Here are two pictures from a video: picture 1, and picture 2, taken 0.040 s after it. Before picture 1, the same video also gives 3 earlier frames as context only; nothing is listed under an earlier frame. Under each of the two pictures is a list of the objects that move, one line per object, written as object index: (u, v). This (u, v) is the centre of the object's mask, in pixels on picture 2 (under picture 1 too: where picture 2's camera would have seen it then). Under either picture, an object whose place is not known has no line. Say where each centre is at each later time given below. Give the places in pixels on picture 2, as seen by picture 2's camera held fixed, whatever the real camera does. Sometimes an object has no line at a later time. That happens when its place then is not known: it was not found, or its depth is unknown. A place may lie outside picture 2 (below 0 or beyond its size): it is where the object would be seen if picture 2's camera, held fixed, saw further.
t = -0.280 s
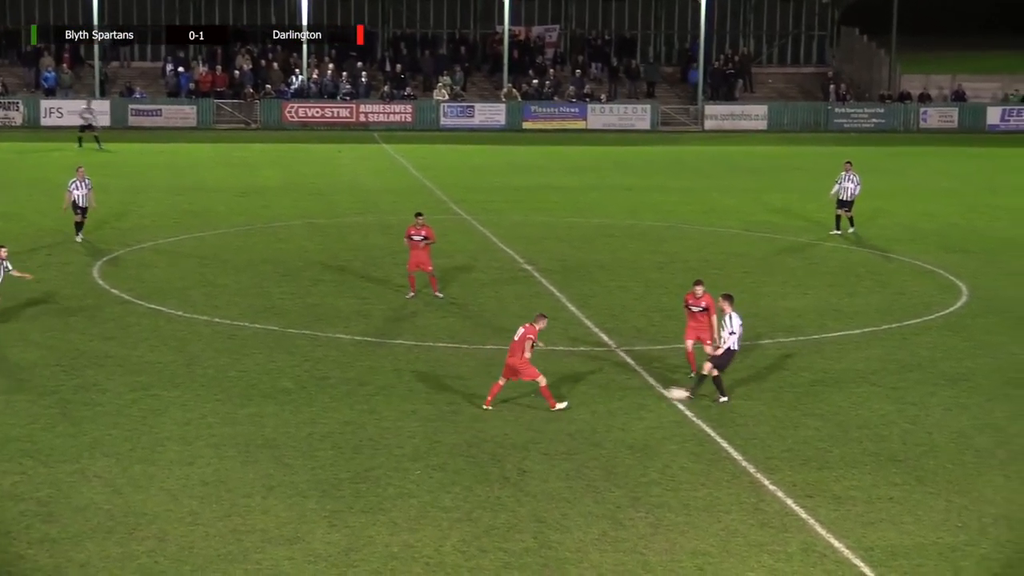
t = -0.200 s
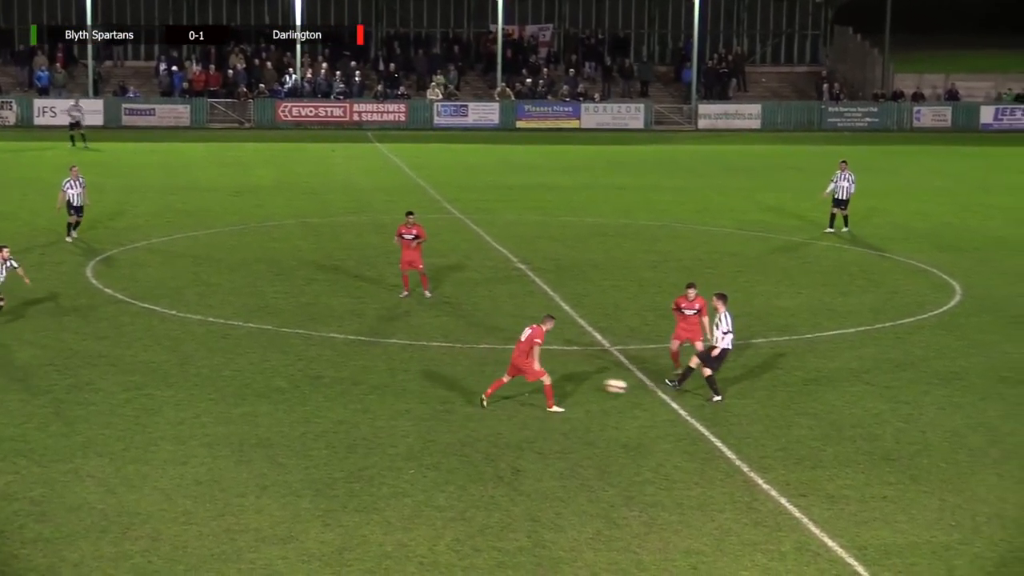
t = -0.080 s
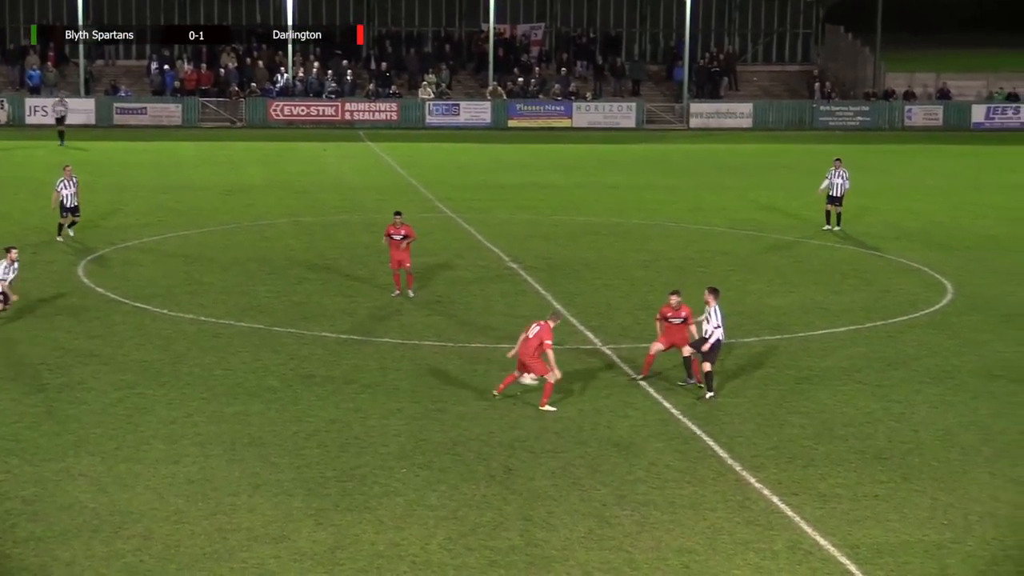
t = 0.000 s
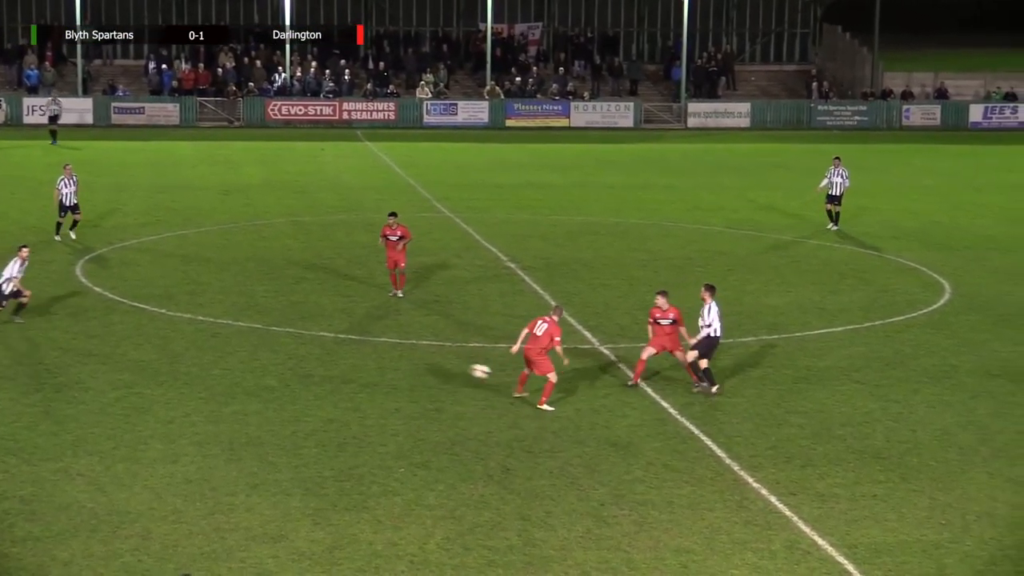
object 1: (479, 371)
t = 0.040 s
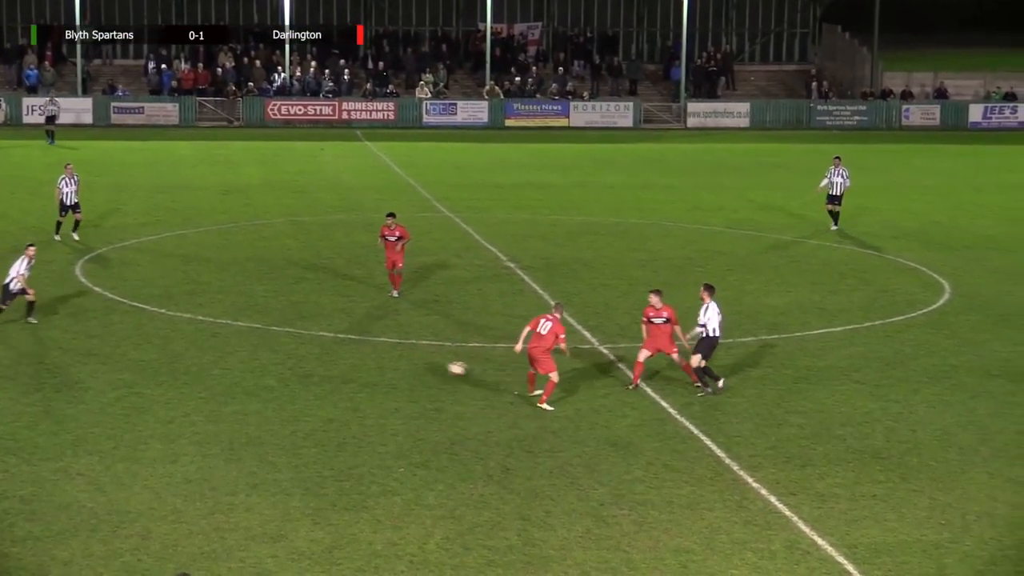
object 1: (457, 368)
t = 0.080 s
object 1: (436, 366)
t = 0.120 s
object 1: (415, 364)
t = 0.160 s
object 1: (396, 362)
